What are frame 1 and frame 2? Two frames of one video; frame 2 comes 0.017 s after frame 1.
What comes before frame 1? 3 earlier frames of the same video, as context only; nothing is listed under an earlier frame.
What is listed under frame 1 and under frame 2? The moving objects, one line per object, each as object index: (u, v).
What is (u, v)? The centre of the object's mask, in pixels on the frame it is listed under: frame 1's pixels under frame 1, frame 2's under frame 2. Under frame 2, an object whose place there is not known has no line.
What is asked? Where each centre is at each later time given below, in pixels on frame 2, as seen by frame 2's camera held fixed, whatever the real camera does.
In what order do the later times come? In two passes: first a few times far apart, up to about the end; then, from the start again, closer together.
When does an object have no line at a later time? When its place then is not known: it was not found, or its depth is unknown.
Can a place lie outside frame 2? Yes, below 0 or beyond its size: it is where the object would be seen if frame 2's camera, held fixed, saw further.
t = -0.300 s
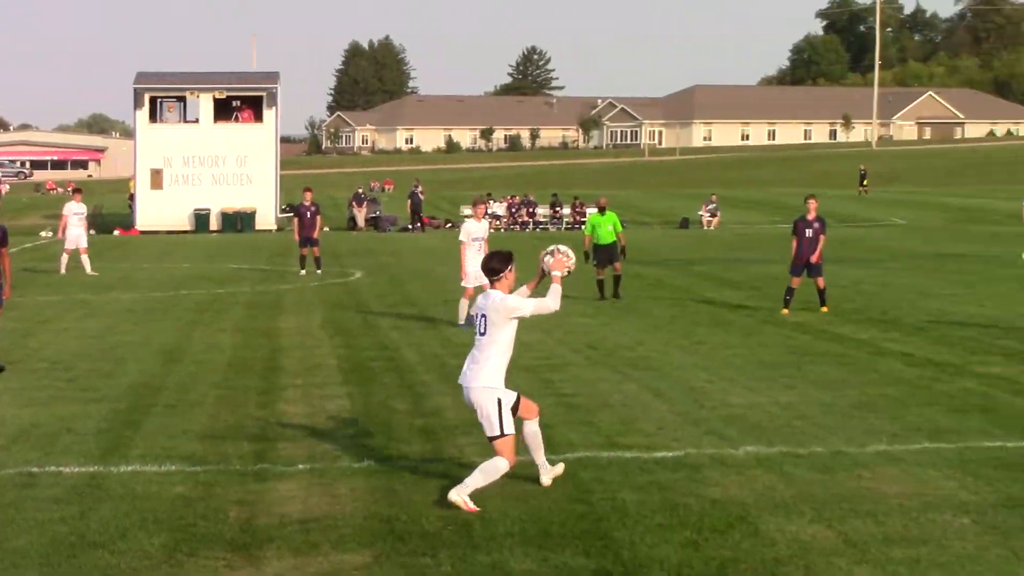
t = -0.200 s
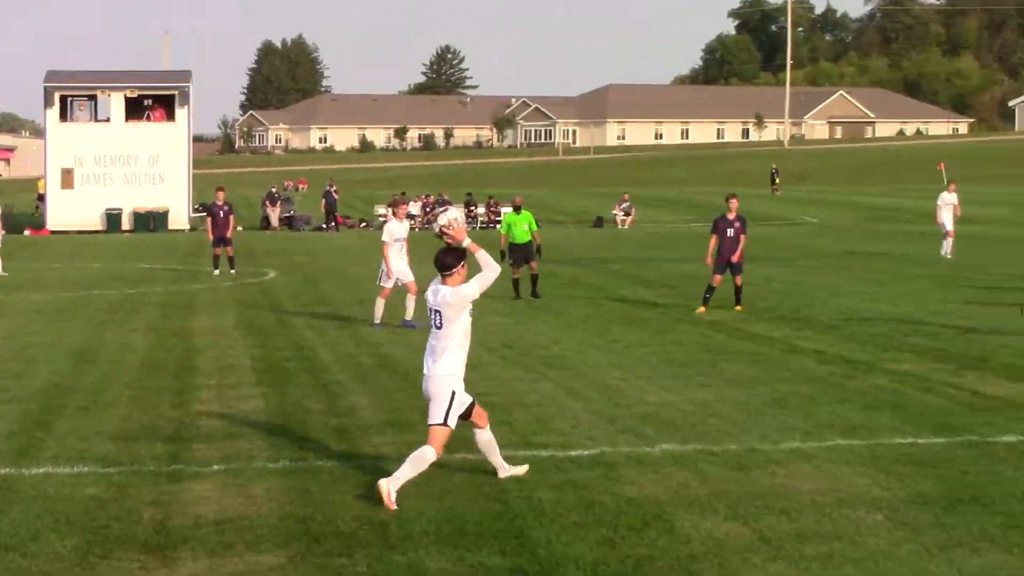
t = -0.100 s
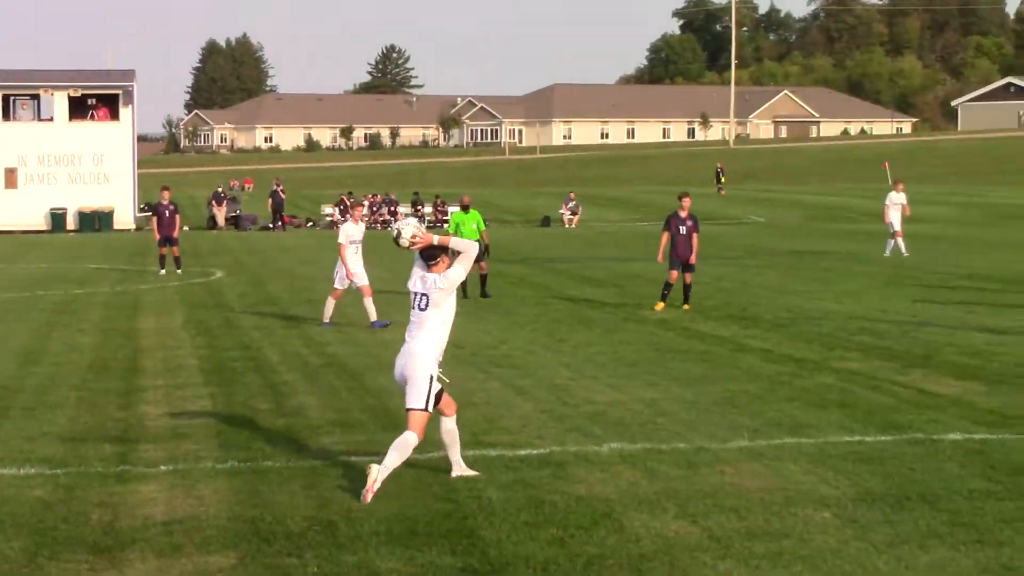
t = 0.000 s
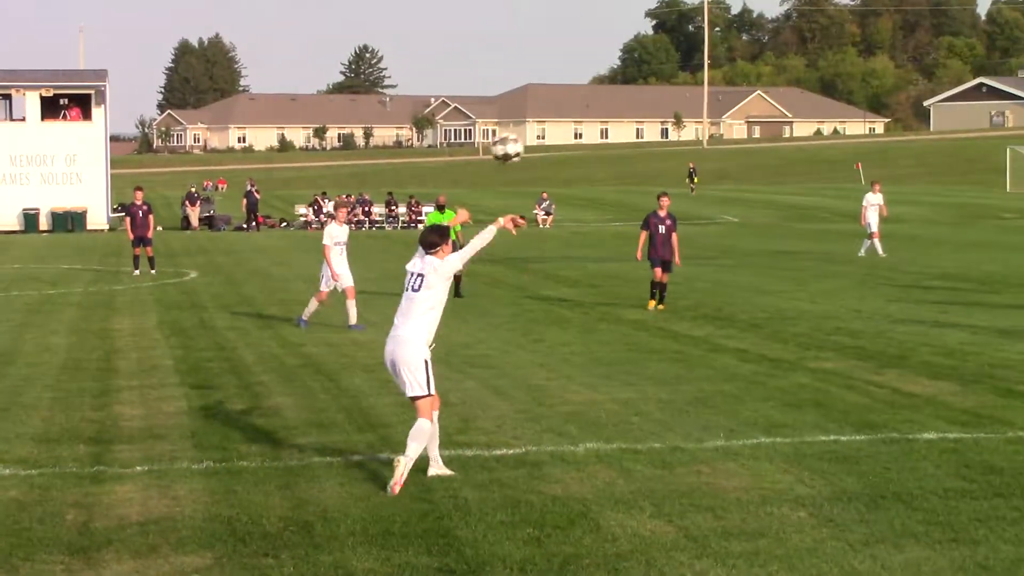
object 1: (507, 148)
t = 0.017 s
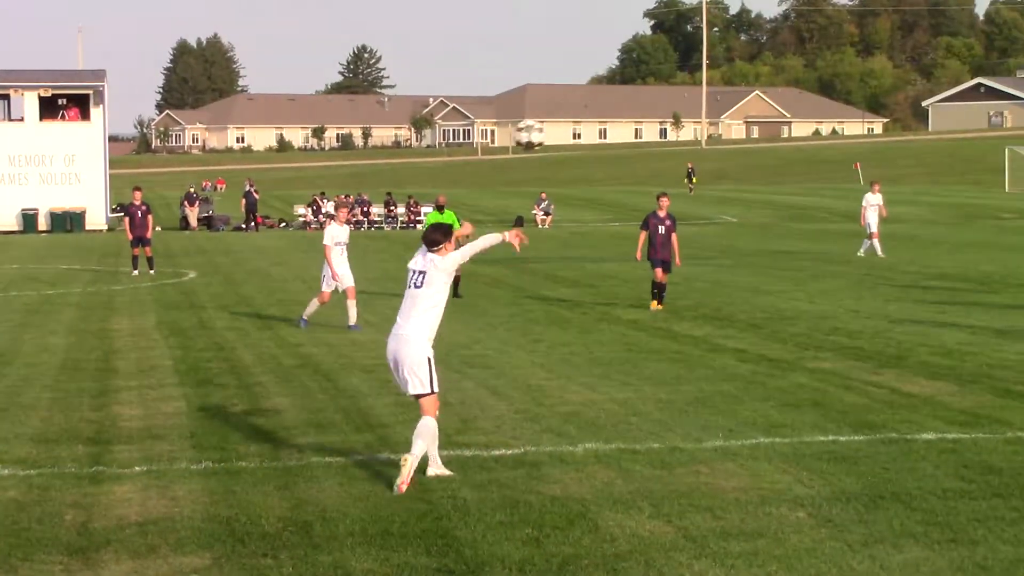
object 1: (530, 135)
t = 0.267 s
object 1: (836, 19)
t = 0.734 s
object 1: (1226, 48)
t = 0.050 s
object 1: (576, 112)
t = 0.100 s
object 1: (642, 82)
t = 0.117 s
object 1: (663, 74)
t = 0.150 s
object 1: (703, 59)
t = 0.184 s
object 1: (744, 44)
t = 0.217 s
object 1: (782, 32)
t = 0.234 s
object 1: (800, 27)
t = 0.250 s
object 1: (819, 22)
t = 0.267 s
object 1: (836, 19)
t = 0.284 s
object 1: (852, 15)
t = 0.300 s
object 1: (869, 11)
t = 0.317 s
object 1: (887, 8)
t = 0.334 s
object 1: (904, 6)
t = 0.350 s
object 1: (921, 5)
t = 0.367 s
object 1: (937, 5)
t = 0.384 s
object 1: (953, 4)
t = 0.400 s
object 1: (968, 4)
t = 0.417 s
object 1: (985, 4)
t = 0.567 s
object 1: (1104, 10)
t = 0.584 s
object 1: (1118, 12)
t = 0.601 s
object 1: (1131, 15)
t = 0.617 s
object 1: (1143, 19)
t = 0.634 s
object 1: (1155, 21)
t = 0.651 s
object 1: (1166, 26)
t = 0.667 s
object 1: (1180, 29)
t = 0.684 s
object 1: (1191, 33)
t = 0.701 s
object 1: (1202, 38)
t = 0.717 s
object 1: (1214, 43)
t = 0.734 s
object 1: (1226, 48)
